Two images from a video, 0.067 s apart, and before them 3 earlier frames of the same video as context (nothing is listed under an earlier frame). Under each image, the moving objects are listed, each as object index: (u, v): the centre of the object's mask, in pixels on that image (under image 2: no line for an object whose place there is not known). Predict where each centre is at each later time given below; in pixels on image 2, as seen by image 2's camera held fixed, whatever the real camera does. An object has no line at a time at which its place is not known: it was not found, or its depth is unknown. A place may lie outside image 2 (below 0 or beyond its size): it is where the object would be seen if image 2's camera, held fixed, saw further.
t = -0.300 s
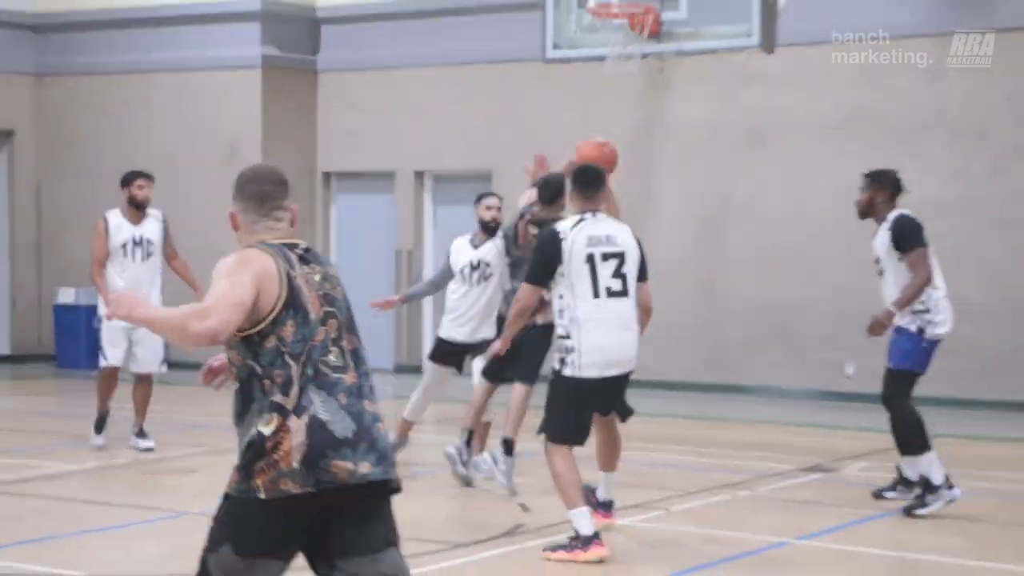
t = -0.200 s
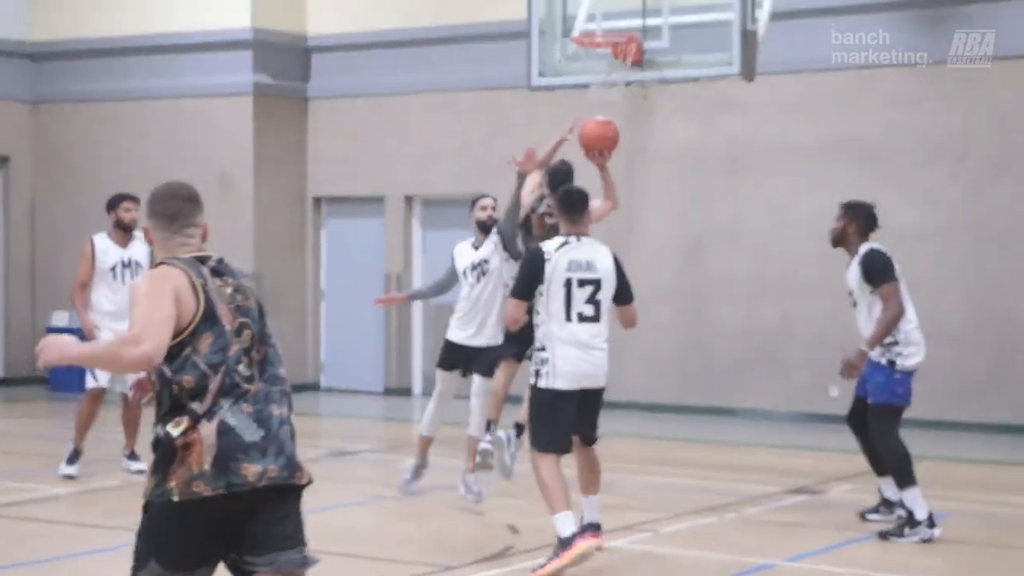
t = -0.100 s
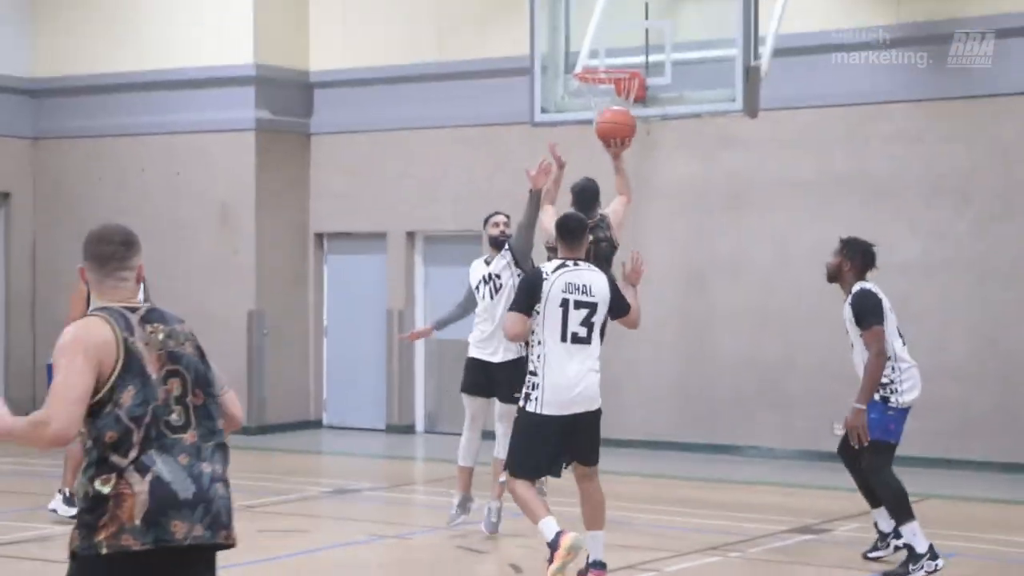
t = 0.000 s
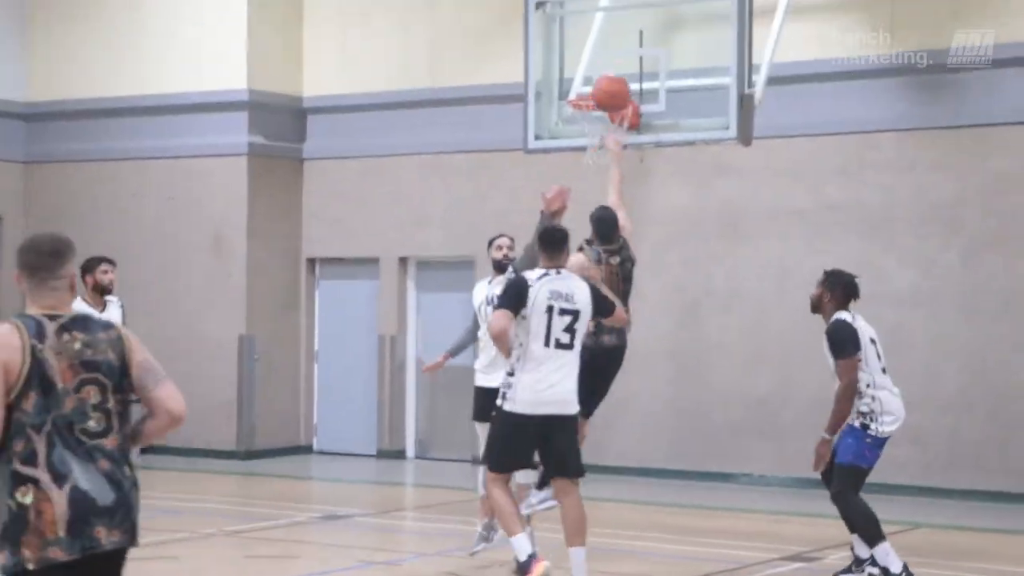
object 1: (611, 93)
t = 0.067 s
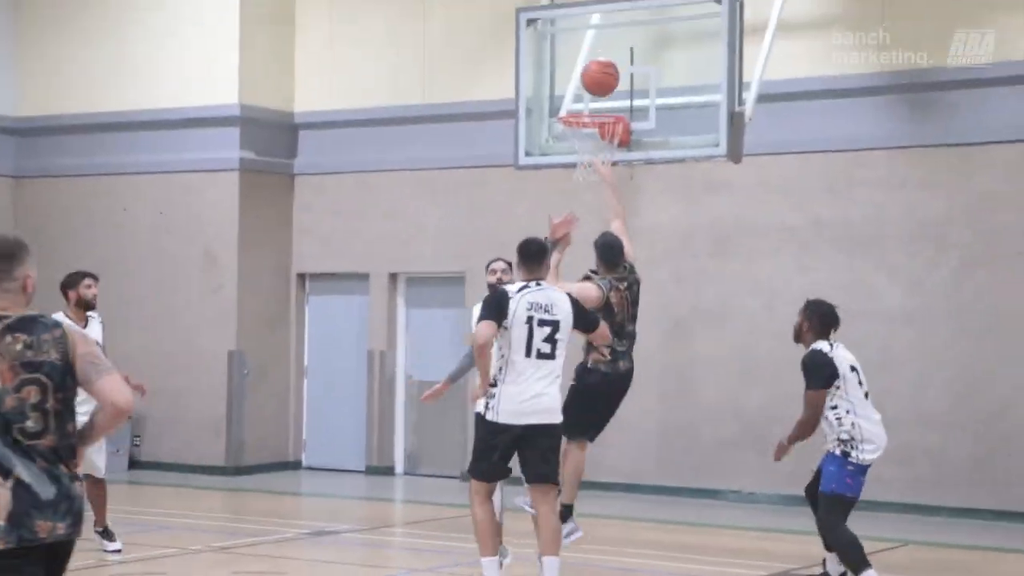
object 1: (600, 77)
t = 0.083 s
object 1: (600, 70)
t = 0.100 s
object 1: (599, 64)
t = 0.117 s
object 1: (599, 58)
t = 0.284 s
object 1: (593, 25)
